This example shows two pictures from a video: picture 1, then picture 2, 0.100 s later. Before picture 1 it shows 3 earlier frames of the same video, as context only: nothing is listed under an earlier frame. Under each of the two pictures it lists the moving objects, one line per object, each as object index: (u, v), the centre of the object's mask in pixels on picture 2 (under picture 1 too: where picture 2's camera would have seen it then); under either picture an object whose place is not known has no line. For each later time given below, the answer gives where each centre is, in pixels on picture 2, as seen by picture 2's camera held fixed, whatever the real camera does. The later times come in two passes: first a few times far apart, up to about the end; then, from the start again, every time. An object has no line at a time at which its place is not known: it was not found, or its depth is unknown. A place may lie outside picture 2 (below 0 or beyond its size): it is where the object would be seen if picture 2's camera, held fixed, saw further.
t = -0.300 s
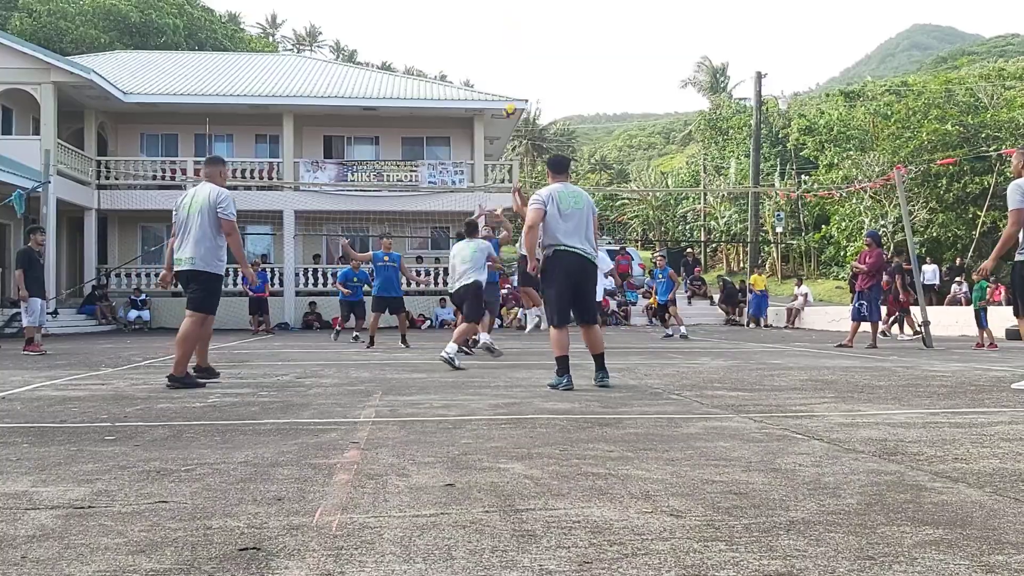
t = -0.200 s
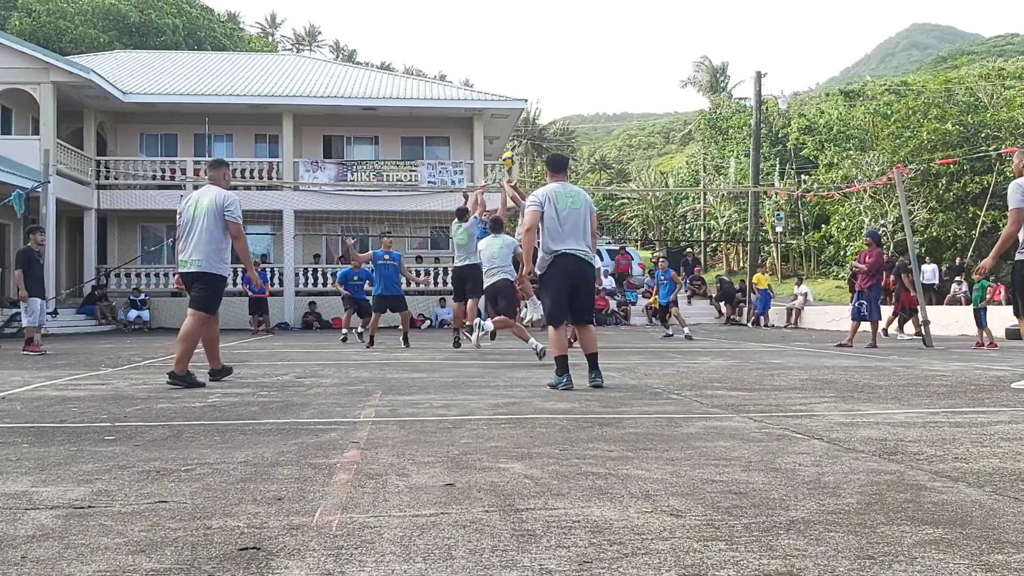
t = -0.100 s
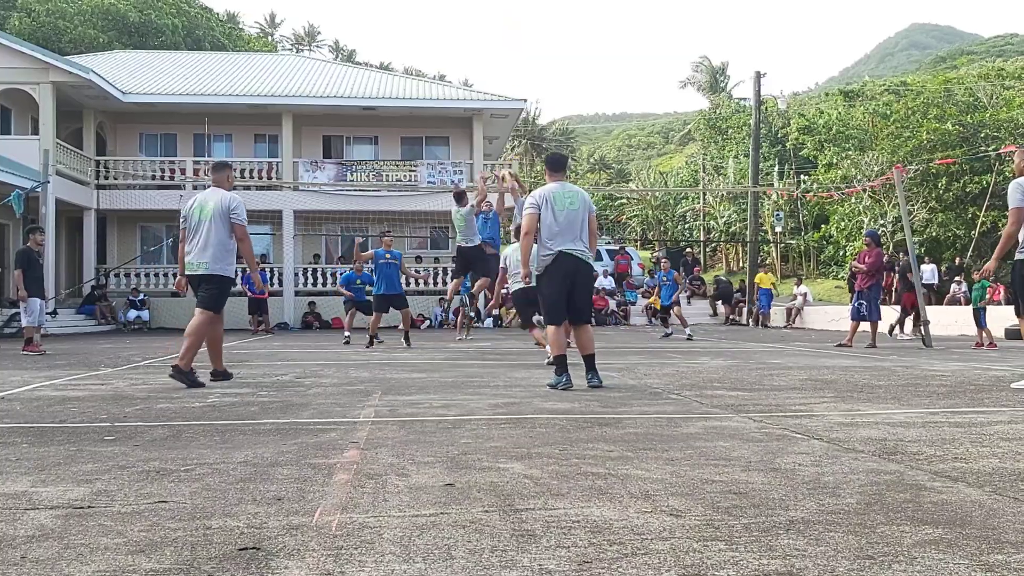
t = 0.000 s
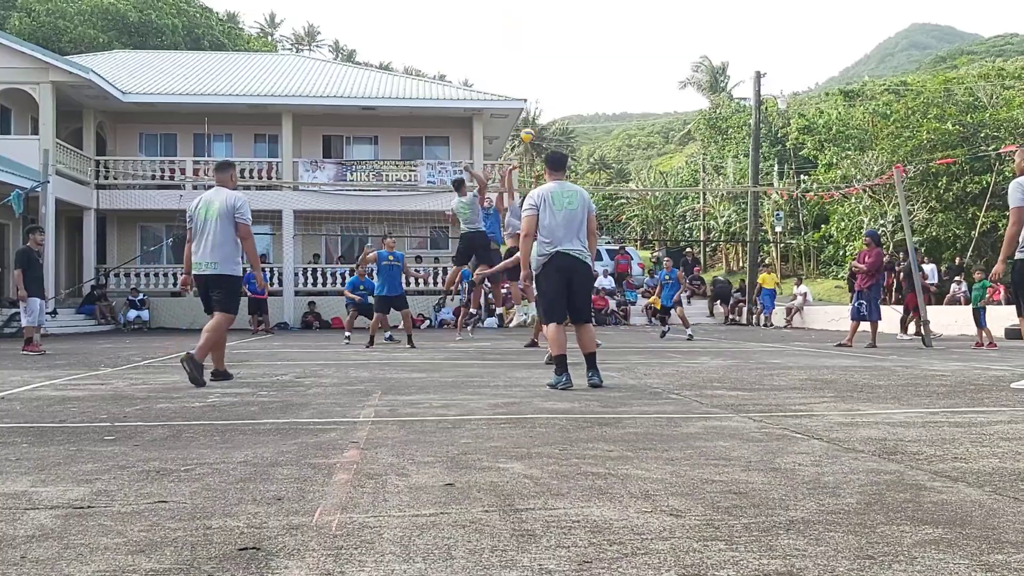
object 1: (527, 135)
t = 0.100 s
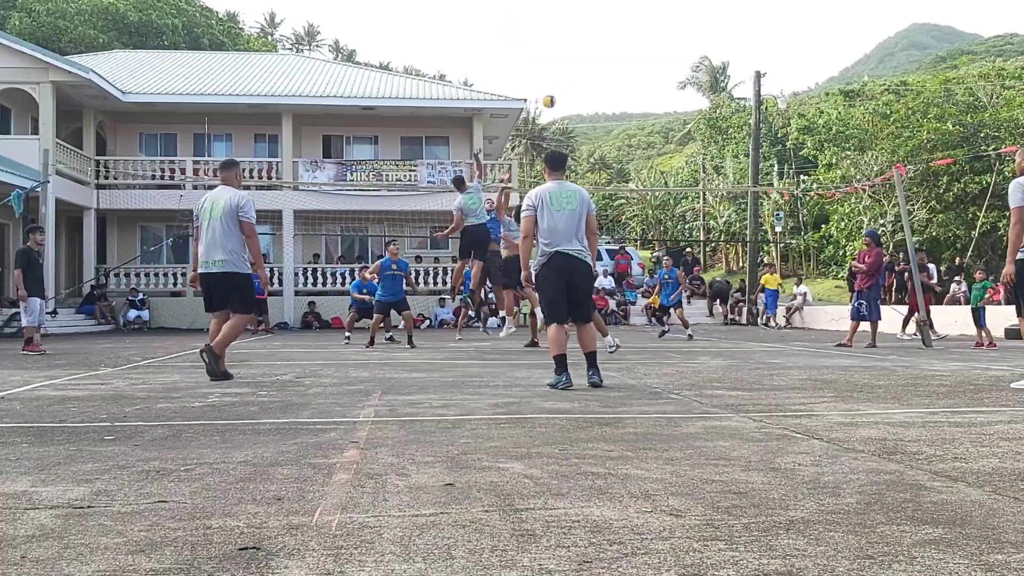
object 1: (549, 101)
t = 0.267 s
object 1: (586, 58)
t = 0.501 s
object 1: (638, 27)
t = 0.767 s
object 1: (700, 37)
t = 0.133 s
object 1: (556, 91)
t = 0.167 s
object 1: (563, 82)
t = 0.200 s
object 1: (571, 73)
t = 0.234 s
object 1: (578, 65)
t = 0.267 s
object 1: (586, 58)
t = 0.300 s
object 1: (593, 51)
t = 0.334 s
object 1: (600, 45)
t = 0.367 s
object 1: (608, 40)
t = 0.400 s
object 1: (616, 36)
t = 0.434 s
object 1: (623, 32)
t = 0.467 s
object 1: (630, 29)
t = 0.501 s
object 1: (638, 27)
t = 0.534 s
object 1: (646, 25)
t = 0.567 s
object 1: (653, 25)
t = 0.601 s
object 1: (661, 25)
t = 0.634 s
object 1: (669, 26)
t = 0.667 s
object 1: (677, 28)
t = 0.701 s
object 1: (685, 30)
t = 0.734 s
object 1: (692, 33)
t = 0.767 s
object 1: (700, 37)
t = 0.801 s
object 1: (708, 41)
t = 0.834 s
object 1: (716, 46)
